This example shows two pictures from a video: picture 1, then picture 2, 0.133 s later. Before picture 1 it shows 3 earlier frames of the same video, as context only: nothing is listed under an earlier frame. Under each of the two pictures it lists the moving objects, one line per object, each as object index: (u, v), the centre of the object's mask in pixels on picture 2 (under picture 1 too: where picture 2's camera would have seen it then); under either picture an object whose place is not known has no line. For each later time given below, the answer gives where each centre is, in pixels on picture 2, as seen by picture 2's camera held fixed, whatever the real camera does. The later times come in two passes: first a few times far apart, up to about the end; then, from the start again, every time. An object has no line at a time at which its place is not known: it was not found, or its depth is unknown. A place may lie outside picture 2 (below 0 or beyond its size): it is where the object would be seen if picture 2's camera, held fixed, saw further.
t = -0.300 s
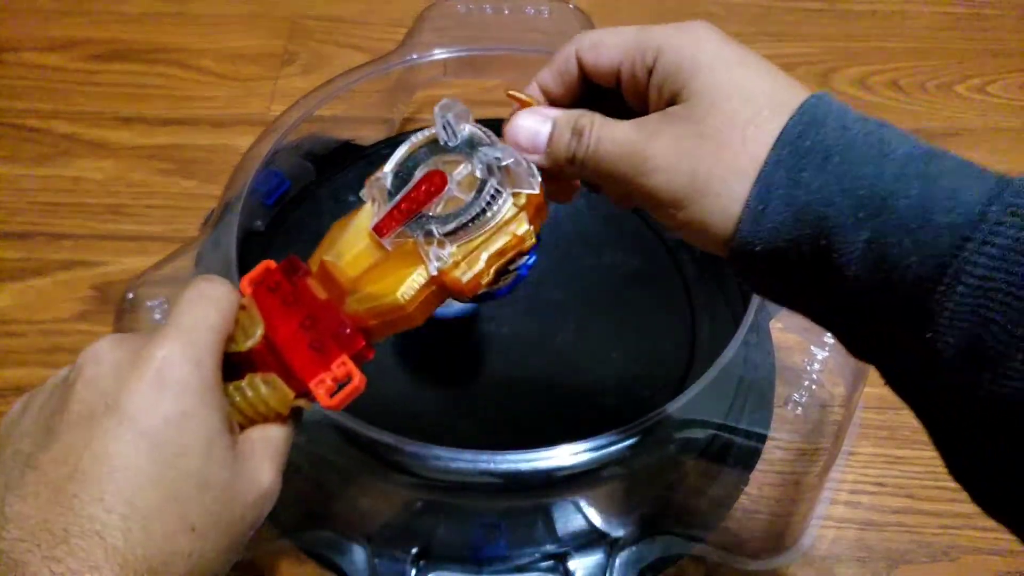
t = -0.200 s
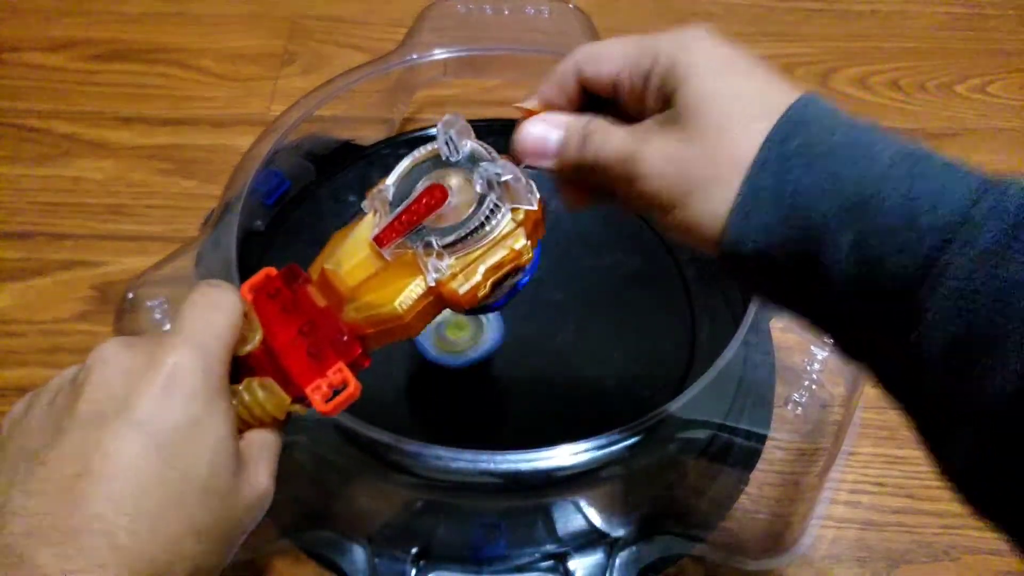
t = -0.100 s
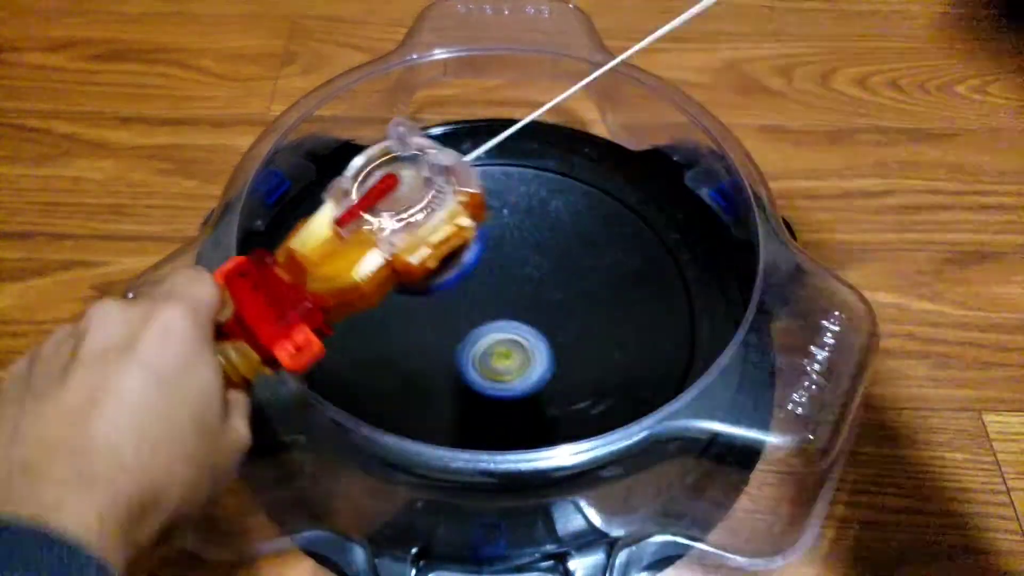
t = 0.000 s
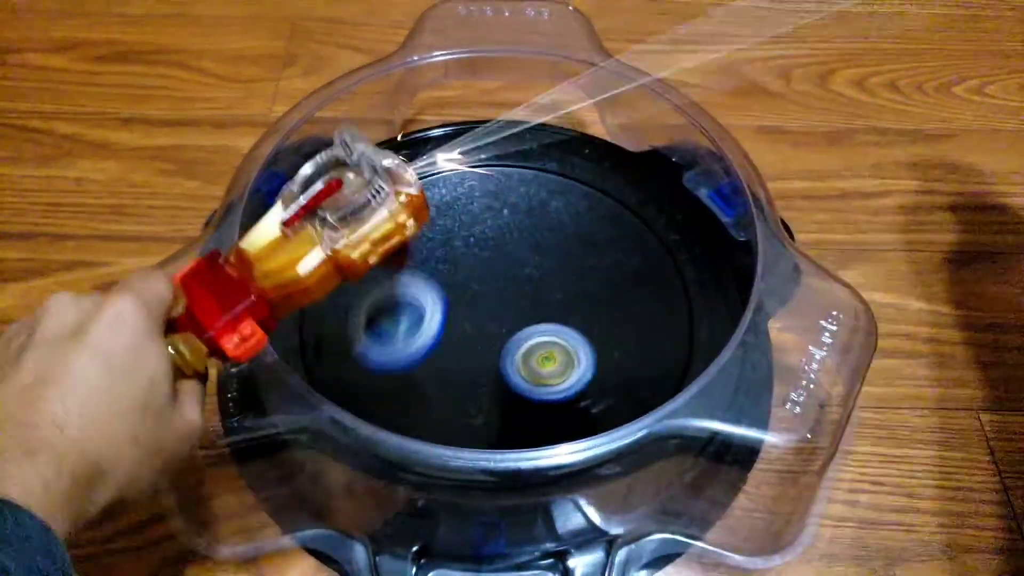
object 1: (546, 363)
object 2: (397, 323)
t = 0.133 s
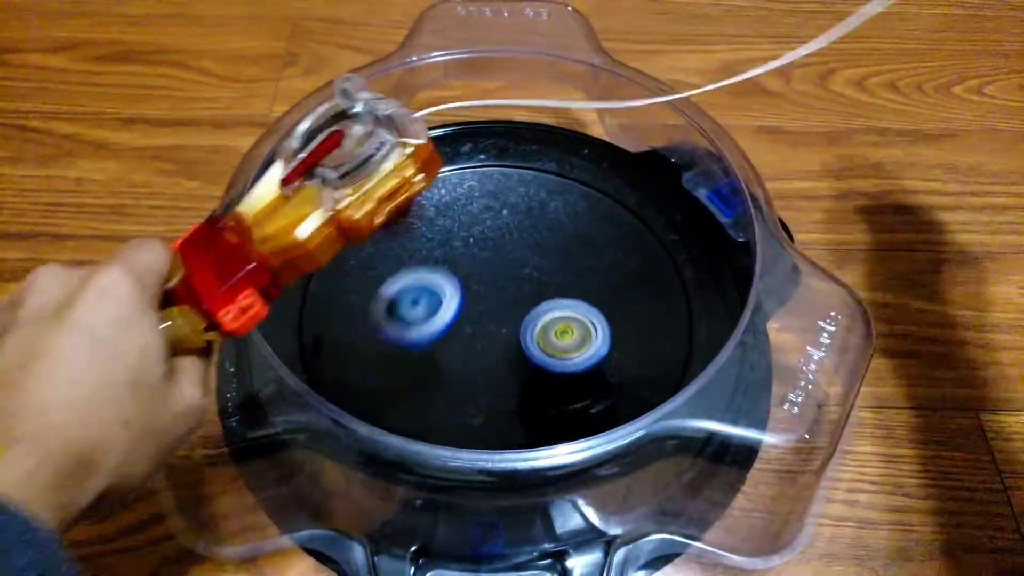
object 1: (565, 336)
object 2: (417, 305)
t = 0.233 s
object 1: (558, 307)
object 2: (460, 280)
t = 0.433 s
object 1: (602, 292)
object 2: (406, 208)
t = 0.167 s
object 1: (565, 326)
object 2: (430, 286)
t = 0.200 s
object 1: (563, 316)
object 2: (445, 278)
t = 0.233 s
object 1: (558, 307)
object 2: (460, 280)
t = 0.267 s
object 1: (557, 300)
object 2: (471, 293)
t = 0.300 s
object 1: (577, 297)
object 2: (456, 271)
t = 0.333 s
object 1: (594, 297)
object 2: (442, 245)
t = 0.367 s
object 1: (602, 295)
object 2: (427, 230)
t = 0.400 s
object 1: (605, 294)
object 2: (416, 224)
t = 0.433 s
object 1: (602, 292)
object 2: (406, 208)
